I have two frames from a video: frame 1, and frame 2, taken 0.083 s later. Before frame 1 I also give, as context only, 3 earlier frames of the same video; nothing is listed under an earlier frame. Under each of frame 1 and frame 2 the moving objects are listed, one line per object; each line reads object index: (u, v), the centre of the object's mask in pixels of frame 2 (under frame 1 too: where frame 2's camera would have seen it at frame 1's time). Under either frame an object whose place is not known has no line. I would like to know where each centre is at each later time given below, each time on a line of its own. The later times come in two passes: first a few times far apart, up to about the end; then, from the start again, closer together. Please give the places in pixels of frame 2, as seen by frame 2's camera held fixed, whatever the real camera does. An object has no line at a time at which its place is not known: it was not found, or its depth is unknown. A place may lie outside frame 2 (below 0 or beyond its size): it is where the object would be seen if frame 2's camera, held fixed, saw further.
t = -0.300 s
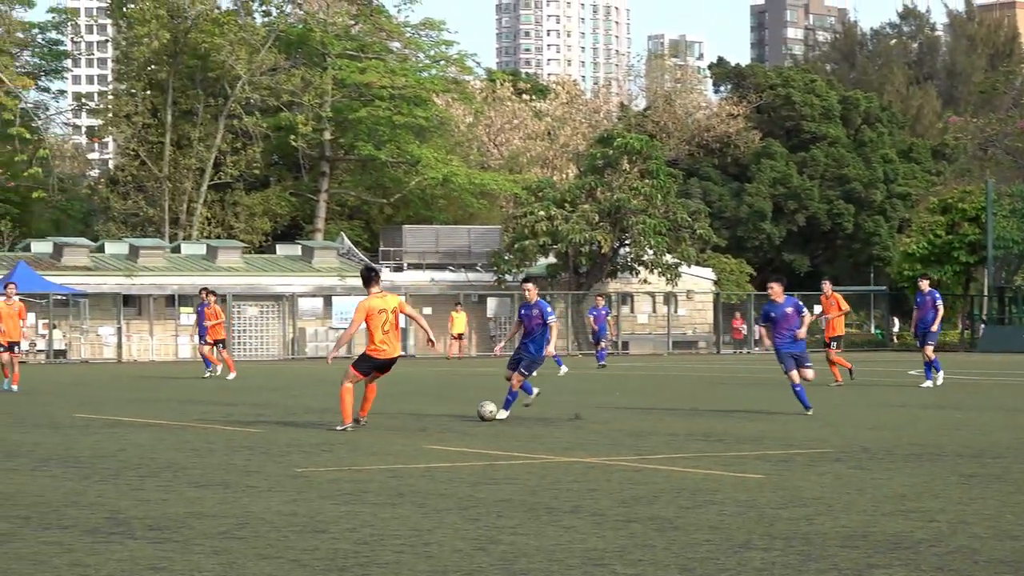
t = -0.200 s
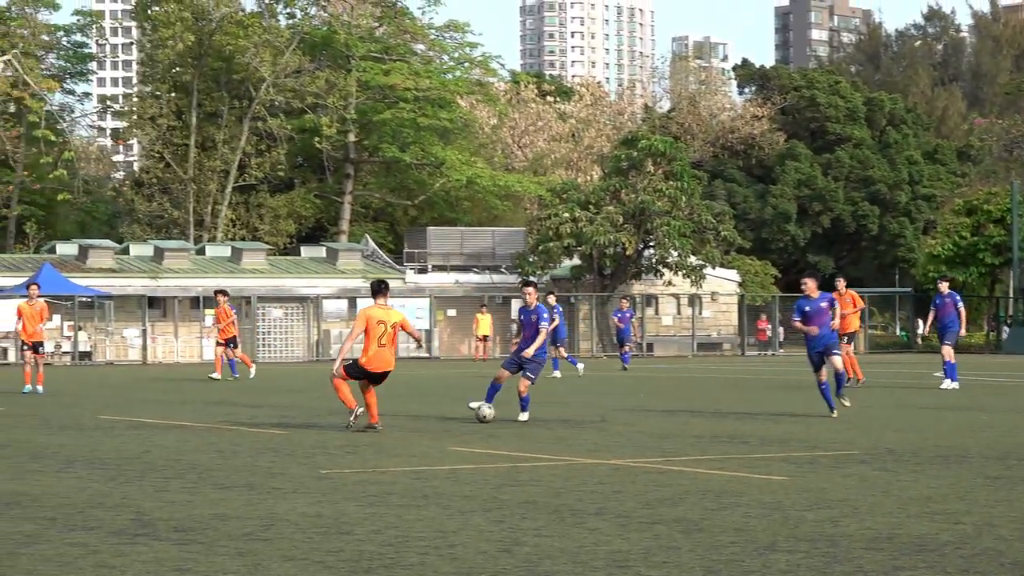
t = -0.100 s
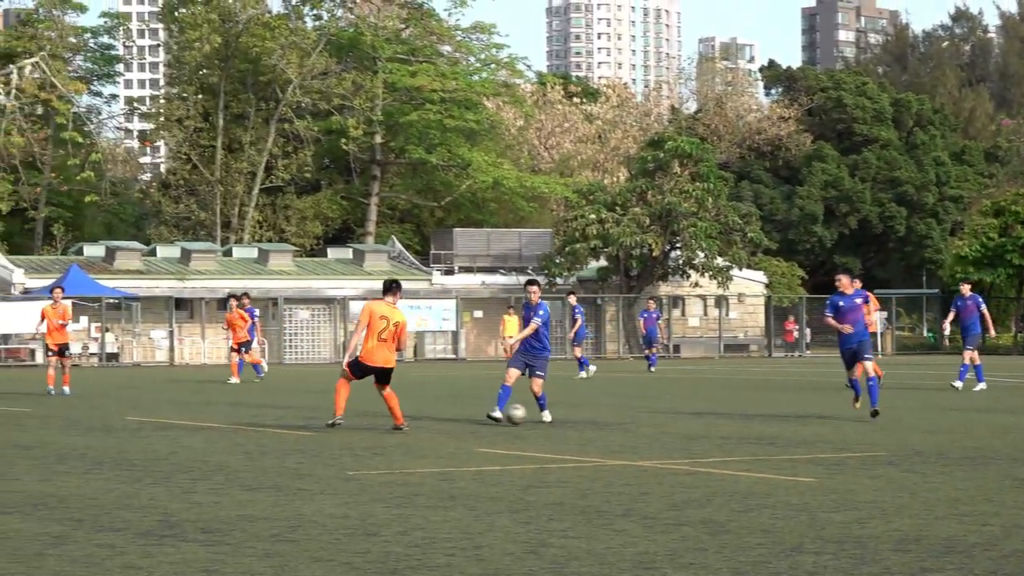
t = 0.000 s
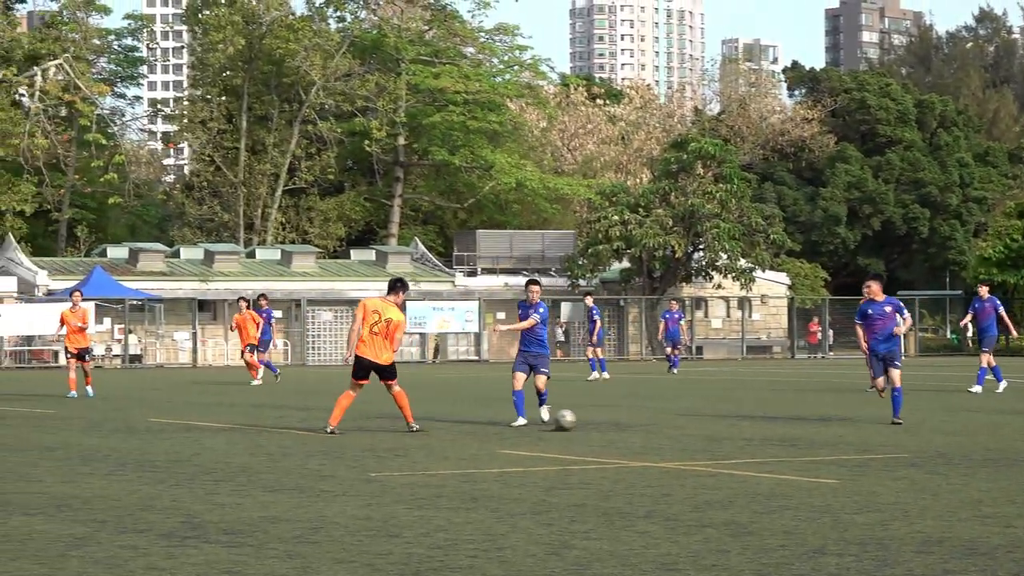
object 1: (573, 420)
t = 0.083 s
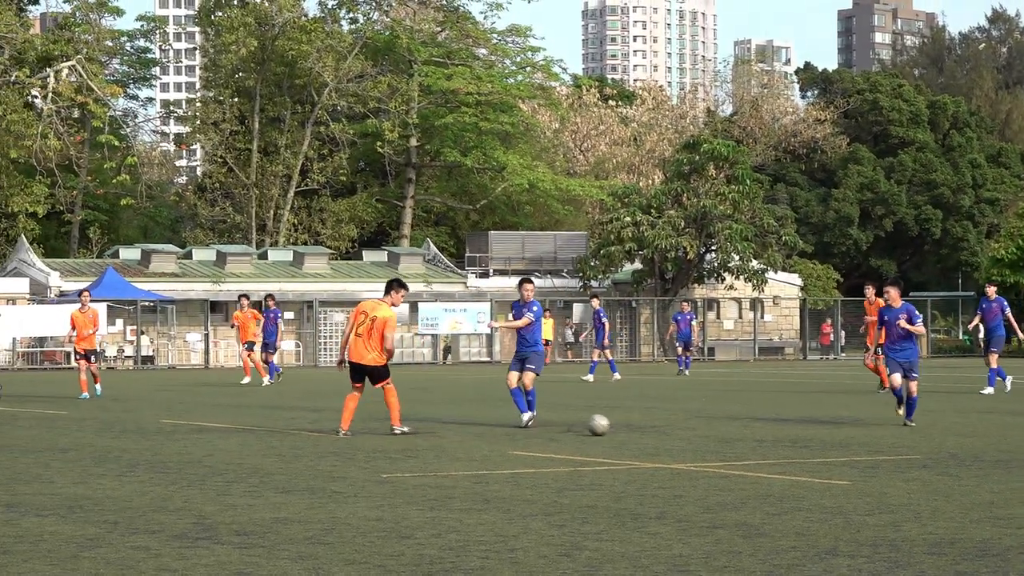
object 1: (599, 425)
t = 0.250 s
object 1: (640, 430)
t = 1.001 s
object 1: (773, 451)
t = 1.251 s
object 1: (815, 459)
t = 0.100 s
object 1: (603, 426)
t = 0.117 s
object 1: (607, 426)
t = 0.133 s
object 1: (612, 426)
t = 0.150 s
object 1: (616, 426)
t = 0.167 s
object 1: (620, 427)
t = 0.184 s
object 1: (624, 428)
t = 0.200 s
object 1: (629, 429)
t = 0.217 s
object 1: (633, 430)
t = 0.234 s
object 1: (636, 430)
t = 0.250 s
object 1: (640, 430)
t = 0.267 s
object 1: (644, 431)
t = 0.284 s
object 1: (648, 431)
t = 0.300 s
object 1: (652, 432)
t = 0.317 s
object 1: (656, 434)
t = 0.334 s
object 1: (660, 434)
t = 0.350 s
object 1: (663, 434)
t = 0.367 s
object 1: (667, 435)
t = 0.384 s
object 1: (670, 435)
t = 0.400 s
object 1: (674, 436)
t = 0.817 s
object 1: (745, 447)
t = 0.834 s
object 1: (747, 447)
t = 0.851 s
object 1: (750, 447)
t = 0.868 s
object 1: (752, 448)
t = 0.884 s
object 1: (755, 449)
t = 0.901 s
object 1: (757, 449)
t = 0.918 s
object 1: (759, 450)
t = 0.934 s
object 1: (762, 450)
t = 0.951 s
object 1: (765, 449)
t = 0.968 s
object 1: (767, 449)
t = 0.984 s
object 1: (770, 450)
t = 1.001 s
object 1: (773, 451)
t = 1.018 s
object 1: (775, 451)
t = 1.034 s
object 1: (778, 453)
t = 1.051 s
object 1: (780, 454)
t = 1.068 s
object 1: (783, 454)
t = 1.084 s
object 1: (786, 454)
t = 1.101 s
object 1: (789, 455)
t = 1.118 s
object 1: (792, 455)
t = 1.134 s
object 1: (794, 456)
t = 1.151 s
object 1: (797, 456)
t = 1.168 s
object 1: (800, 456)
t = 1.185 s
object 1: (803, 456)
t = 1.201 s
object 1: (806, 456)
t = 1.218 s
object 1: (809, 457)
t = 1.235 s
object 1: (812, 458)
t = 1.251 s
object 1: (815, 459)
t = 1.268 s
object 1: (818, 460)
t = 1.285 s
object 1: (821, 461)
